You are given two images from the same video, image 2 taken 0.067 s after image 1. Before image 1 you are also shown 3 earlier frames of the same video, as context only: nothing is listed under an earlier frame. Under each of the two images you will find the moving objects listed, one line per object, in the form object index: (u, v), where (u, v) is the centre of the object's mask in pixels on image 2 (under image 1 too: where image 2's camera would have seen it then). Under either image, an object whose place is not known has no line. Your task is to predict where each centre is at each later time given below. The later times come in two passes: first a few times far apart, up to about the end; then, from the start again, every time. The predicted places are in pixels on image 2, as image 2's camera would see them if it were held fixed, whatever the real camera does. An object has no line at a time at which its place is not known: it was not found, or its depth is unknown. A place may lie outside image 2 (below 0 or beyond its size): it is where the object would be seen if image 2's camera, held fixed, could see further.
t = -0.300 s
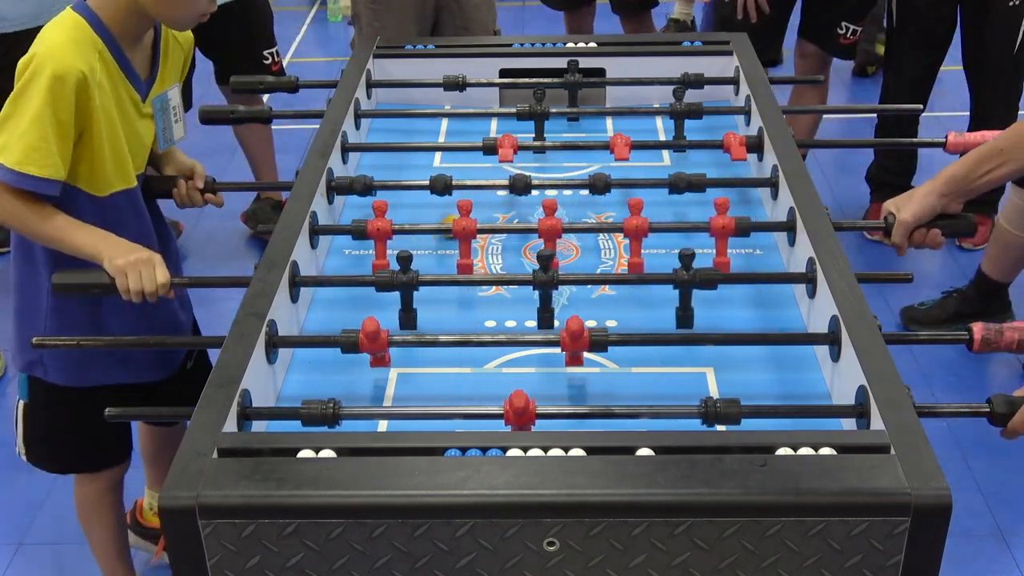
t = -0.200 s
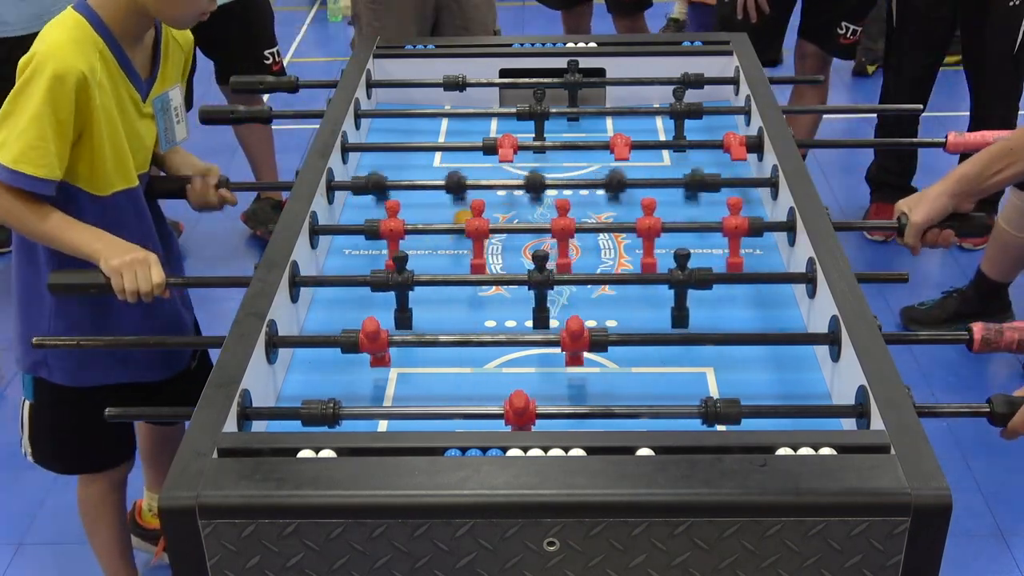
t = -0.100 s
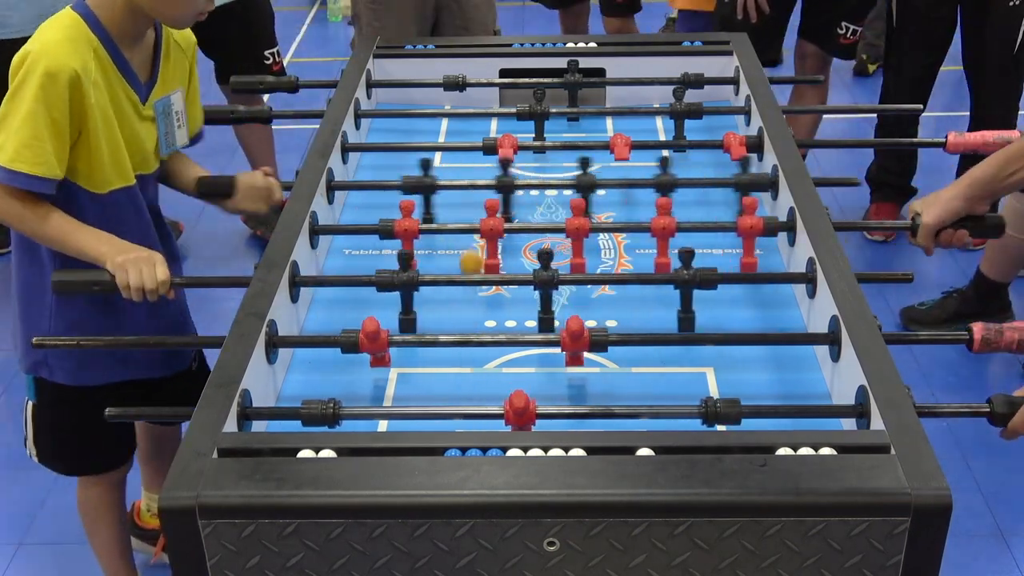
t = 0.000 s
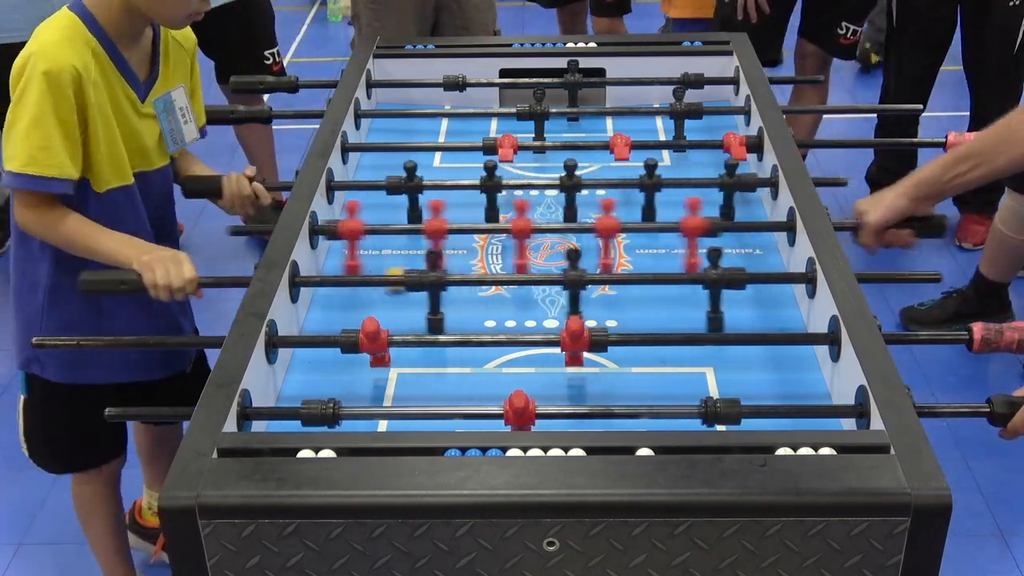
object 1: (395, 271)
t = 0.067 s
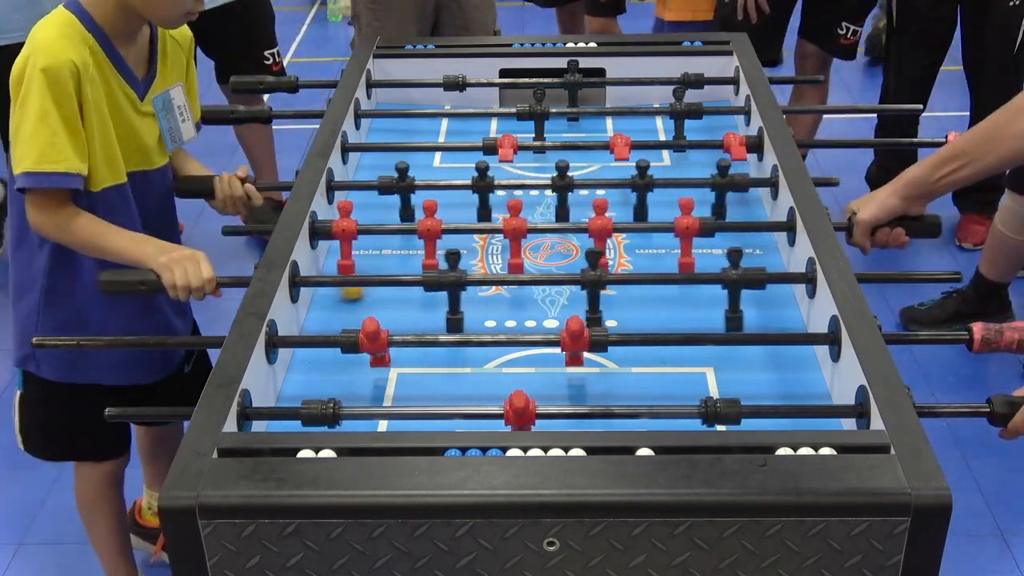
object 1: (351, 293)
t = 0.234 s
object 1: (317, 319)
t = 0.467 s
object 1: (323, 364)
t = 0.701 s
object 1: (331, 401)
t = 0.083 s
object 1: (347, 295)
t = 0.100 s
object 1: (343, 296)
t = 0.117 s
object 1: (338, 298)
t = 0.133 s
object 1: (333, 300)
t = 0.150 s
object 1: (329, 304)
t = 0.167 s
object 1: (324, 307)
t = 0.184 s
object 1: (319, 310)
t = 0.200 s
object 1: (315, 313)
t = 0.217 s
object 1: (315, 316)
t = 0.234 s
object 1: (317, 319)
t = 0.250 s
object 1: (318, 322)
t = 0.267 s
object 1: (318, 324)
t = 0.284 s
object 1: (319, 325)
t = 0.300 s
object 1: (319, 327)
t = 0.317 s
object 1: (320, 329)
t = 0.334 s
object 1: (320, 331)
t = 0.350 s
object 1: (320, 352)
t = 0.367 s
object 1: (320, 353)
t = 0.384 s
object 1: (320, 354)
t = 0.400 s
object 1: (321, 355)
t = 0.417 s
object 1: (322, 357)
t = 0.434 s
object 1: (322, 359)
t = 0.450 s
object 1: (322, 361)
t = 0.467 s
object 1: (323, 364)
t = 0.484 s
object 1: (323, 367)
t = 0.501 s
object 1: (324, 370)
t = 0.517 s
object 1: (324, 373)
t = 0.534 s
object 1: (325, 376)
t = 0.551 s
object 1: (325, 380)
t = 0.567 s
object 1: (326, 383)
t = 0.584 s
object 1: (326, 387)
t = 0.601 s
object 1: (327, 390)
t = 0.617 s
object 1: (328, 393)
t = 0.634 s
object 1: (328, 394)
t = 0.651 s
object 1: (329, 396)
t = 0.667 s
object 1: (330, 398)
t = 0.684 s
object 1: (330, 400)
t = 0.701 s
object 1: (331, 401)
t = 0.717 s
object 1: (332, 402)
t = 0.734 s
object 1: (333, 425)
